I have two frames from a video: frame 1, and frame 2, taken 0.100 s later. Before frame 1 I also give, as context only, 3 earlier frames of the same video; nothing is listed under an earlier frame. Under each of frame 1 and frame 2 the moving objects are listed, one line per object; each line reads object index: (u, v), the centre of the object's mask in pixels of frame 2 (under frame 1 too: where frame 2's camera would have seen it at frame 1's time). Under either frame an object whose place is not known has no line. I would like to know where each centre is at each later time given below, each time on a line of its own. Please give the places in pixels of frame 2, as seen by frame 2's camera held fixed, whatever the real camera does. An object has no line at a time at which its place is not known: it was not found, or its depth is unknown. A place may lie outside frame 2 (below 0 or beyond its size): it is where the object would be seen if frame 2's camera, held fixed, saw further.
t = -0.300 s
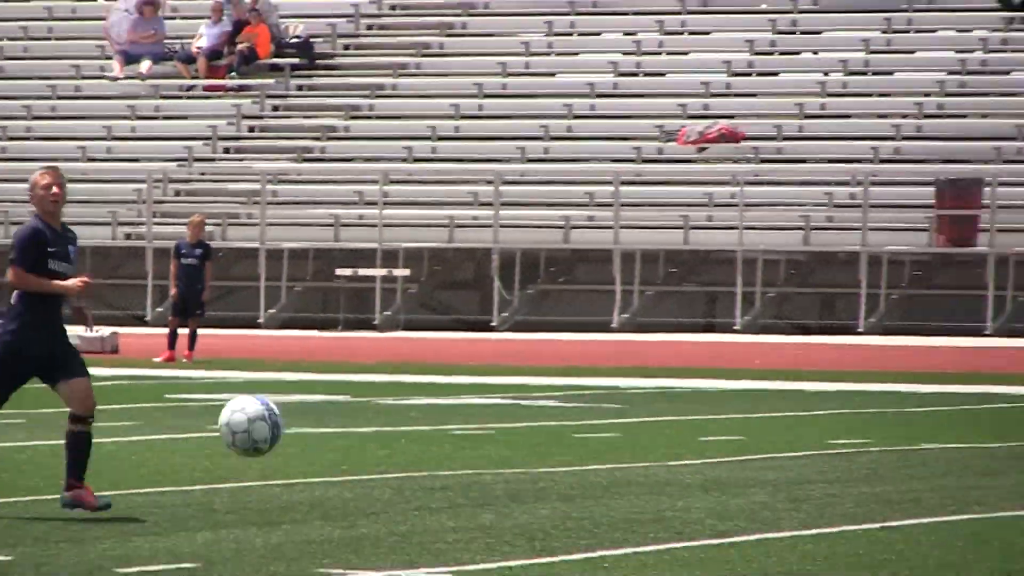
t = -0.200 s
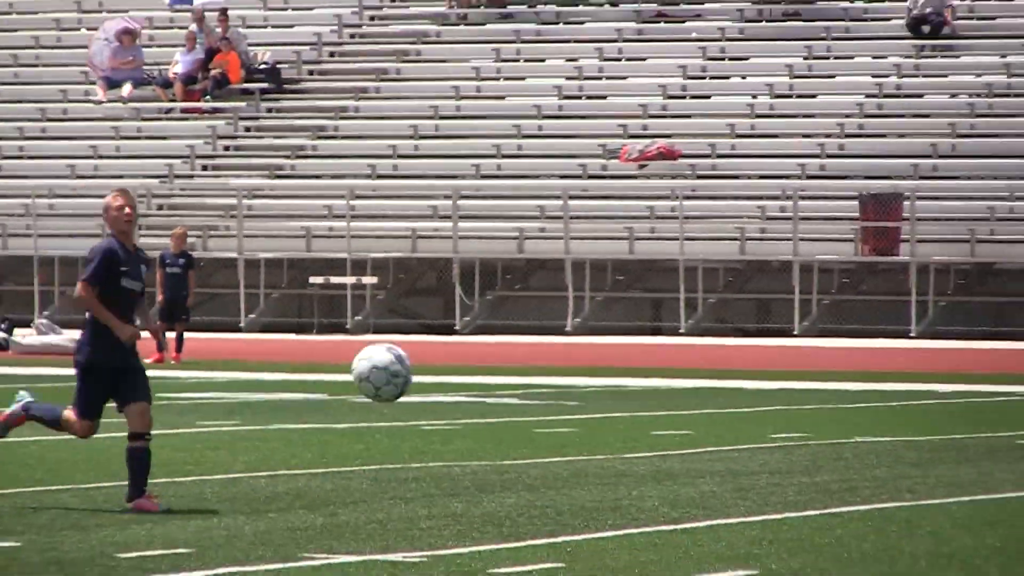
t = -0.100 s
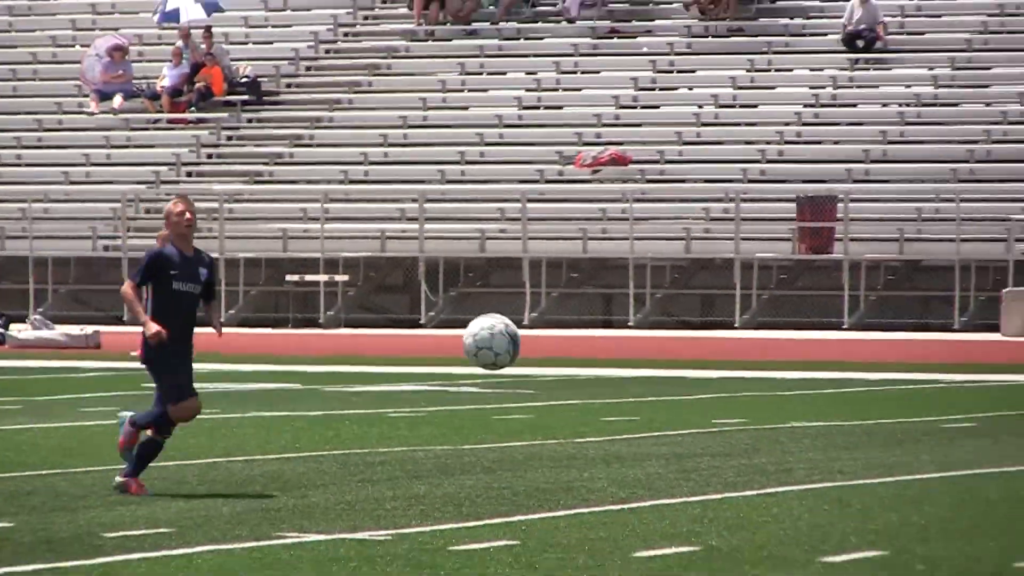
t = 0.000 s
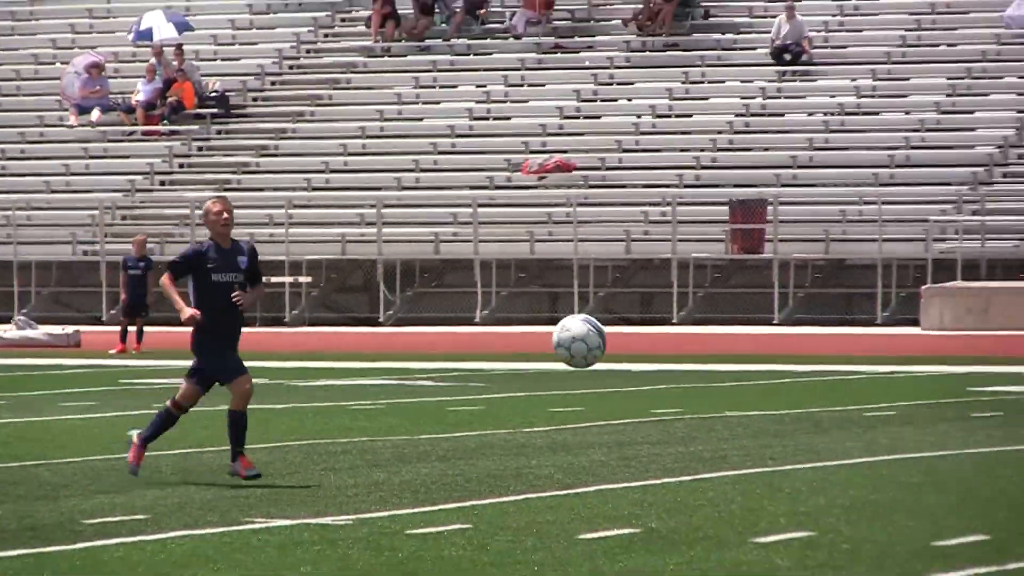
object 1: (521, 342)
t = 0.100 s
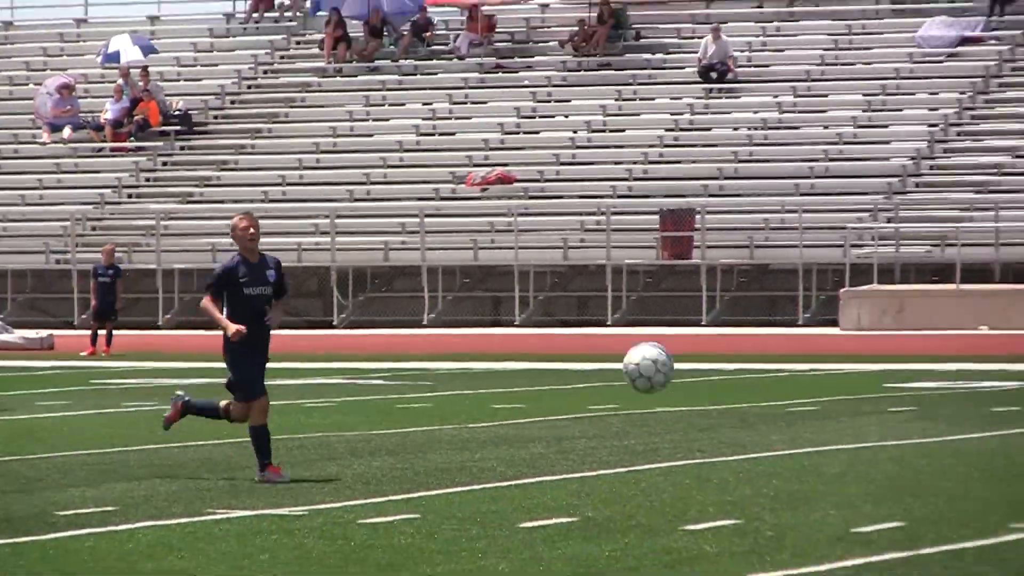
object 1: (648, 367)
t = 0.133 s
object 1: (691, 381)
